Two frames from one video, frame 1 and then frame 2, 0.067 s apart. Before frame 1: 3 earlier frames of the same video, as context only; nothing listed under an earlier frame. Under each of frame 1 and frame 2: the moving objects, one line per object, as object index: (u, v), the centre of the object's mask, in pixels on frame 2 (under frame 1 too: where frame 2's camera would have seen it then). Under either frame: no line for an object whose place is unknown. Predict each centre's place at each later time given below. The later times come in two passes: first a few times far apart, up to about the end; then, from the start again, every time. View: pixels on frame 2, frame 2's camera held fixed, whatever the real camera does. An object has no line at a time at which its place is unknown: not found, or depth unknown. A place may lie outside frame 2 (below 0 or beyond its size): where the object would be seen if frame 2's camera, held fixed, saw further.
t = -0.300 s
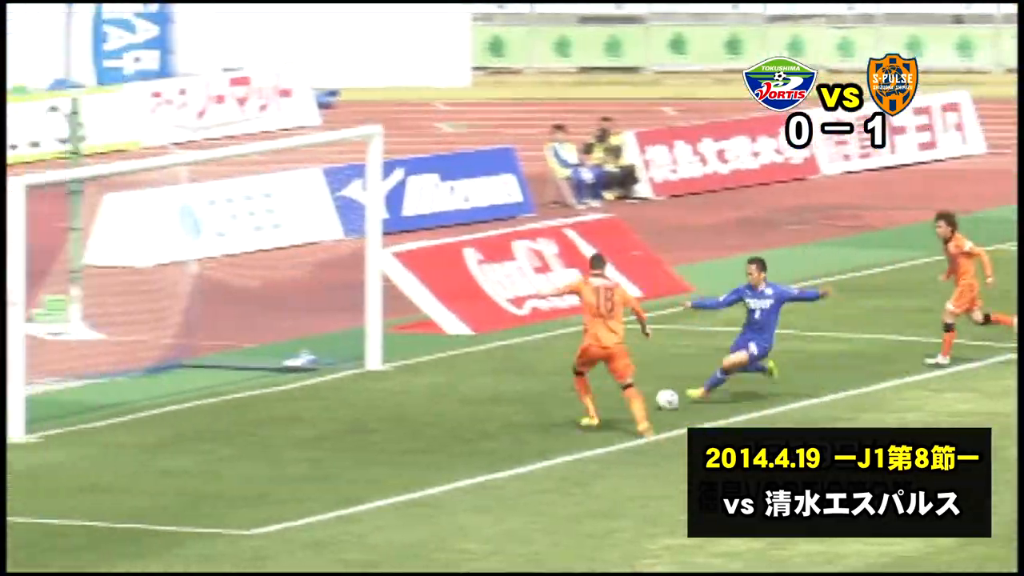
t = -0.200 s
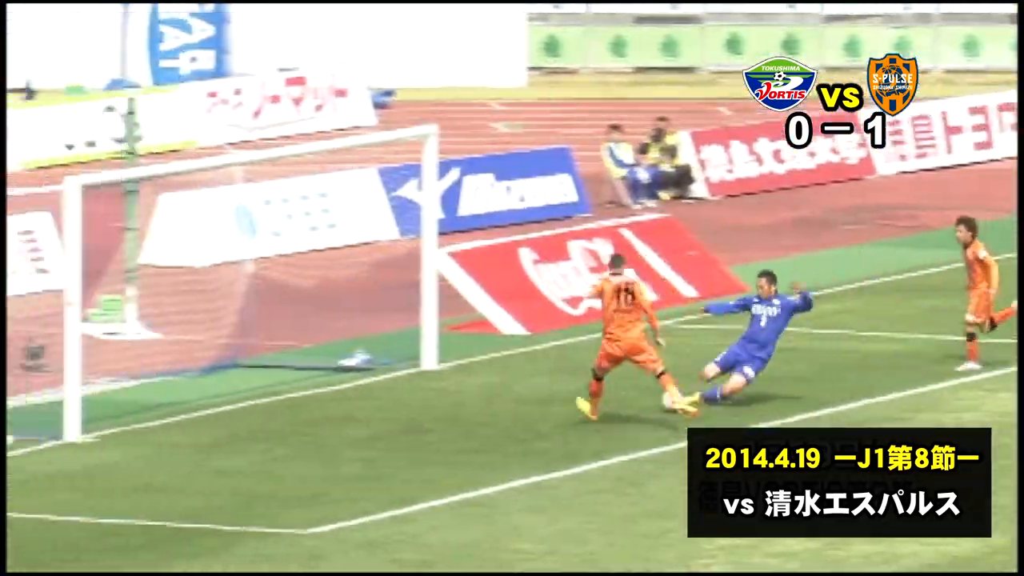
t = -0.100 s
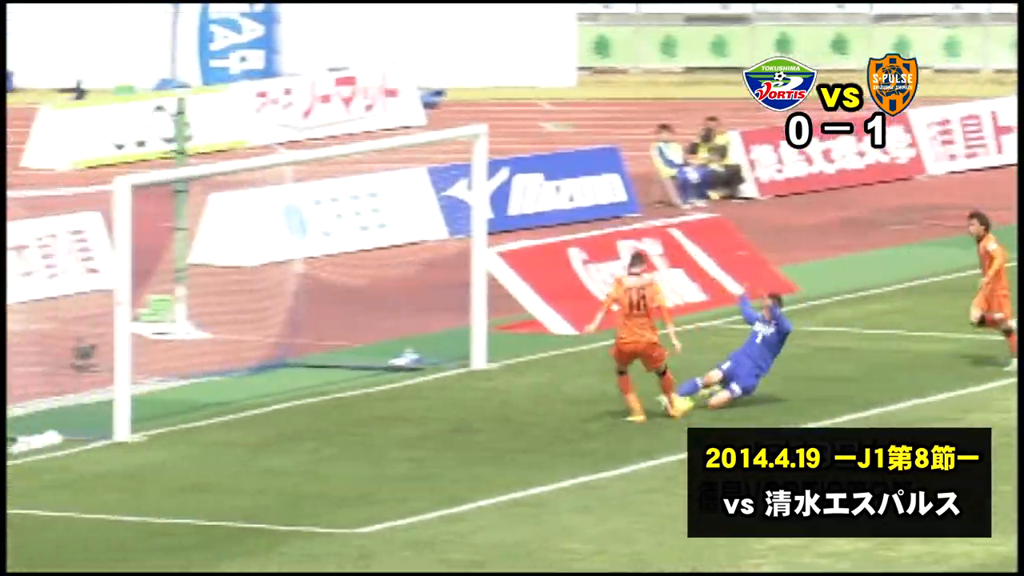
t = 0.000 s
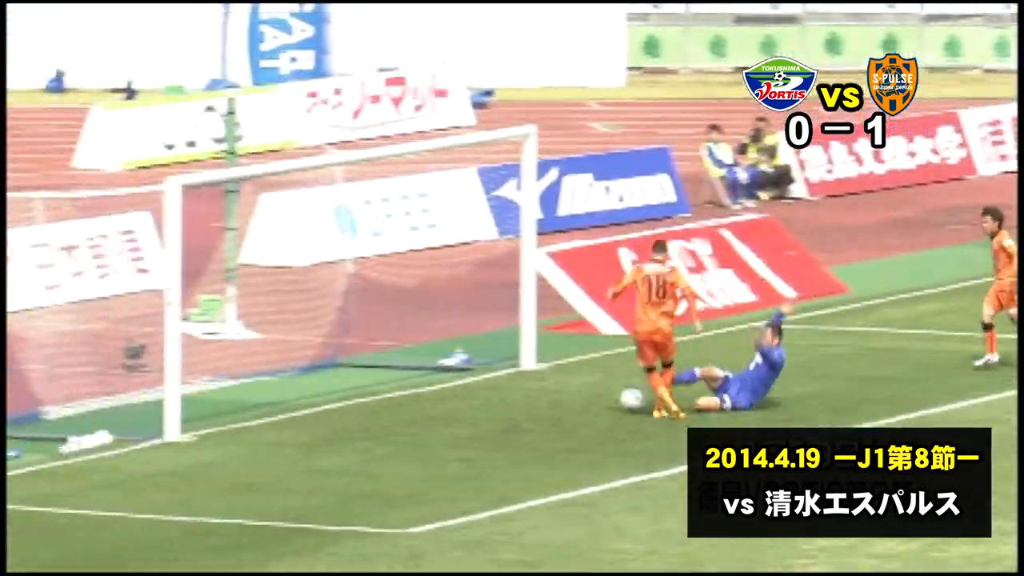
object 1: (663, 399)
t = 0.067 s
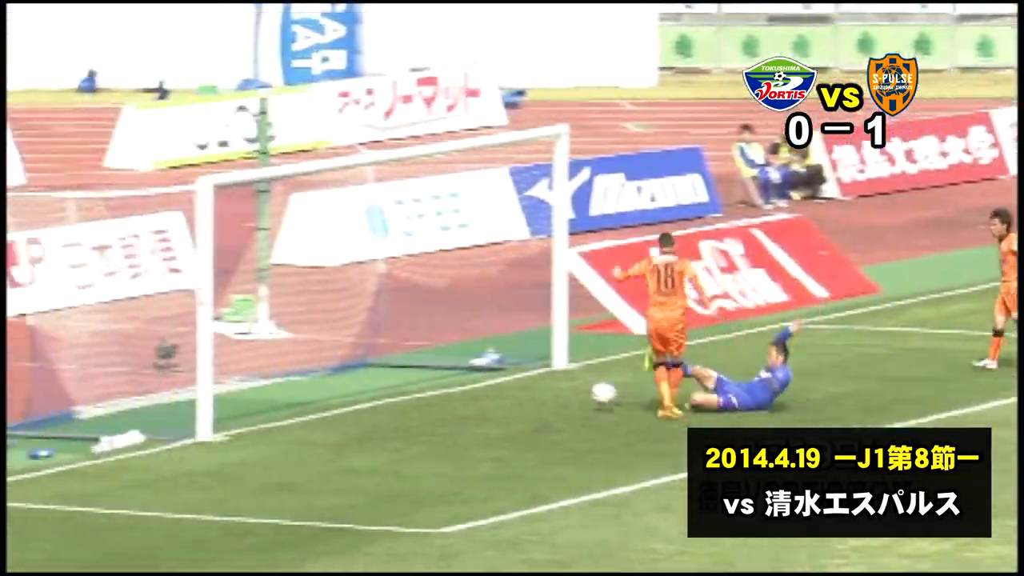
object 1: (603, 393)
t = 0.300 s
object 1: (412, 392)
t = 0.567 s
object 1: (253, 392)
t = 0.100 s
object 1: (574, 392)
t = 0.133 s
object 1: (543, 392)
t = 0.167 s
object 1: (514, 394)
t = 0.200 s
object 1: (485, 395)
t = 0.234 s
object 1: (456, 398)
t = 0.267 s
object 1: (434, 395)
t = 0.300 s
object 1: (412, 392)
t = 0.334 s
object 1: (392, 391)
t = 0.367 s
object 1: (370, 390)
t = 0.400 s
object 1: (350, 390)
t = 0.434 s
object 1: (328, 392)
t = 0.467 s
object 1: (309, 395)
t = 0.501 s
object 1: (288, 399)
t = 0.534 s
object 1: (270, 395)
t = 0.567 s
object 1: (253, 392)
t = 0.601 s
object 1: (236, 390)
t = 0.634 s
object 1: (220, 388)
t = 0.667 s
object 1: (194, 386)
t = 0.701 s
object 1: (183, 390)
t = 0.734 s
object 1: (166, 392)
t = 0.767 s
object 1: (151, 393)
